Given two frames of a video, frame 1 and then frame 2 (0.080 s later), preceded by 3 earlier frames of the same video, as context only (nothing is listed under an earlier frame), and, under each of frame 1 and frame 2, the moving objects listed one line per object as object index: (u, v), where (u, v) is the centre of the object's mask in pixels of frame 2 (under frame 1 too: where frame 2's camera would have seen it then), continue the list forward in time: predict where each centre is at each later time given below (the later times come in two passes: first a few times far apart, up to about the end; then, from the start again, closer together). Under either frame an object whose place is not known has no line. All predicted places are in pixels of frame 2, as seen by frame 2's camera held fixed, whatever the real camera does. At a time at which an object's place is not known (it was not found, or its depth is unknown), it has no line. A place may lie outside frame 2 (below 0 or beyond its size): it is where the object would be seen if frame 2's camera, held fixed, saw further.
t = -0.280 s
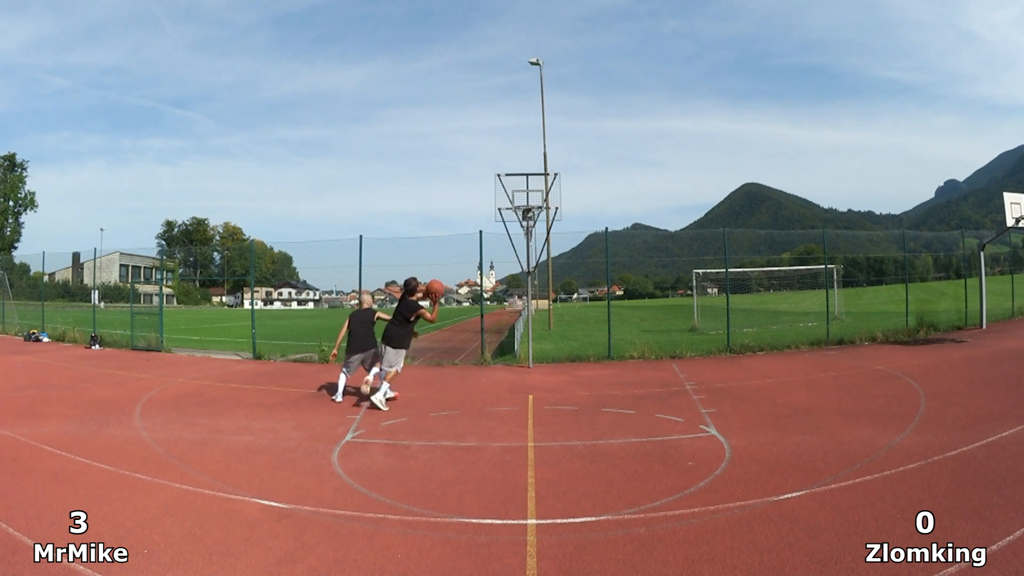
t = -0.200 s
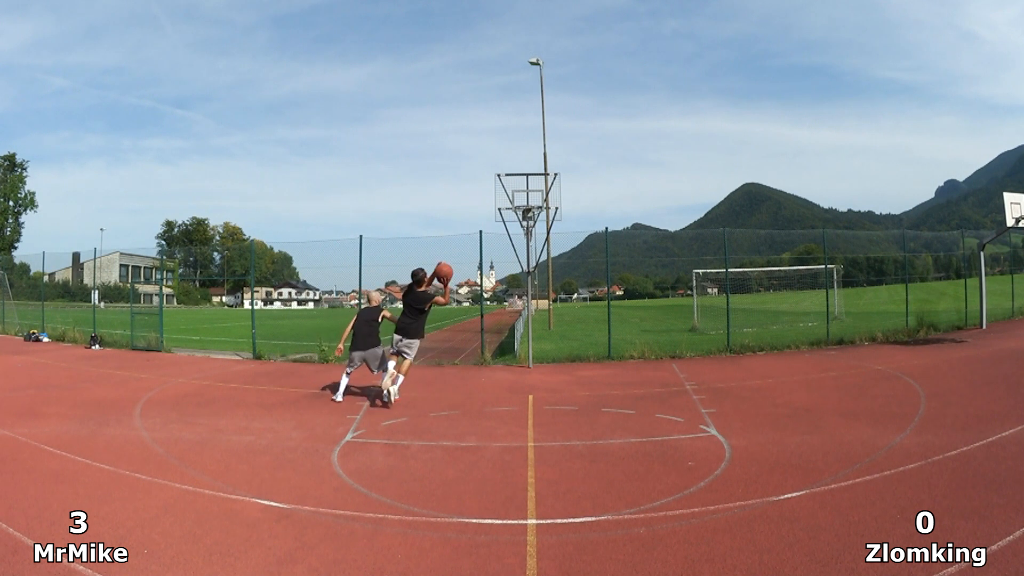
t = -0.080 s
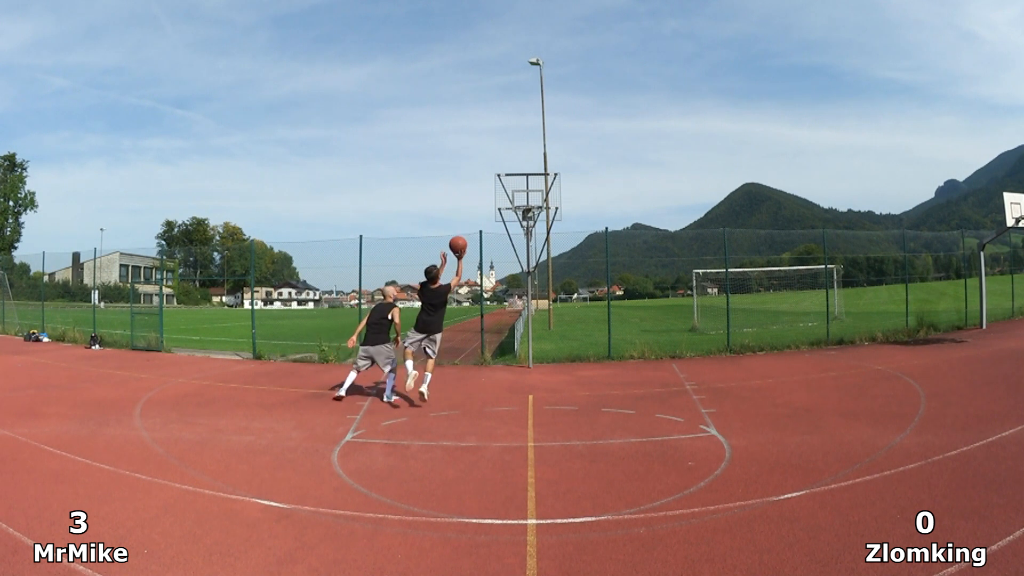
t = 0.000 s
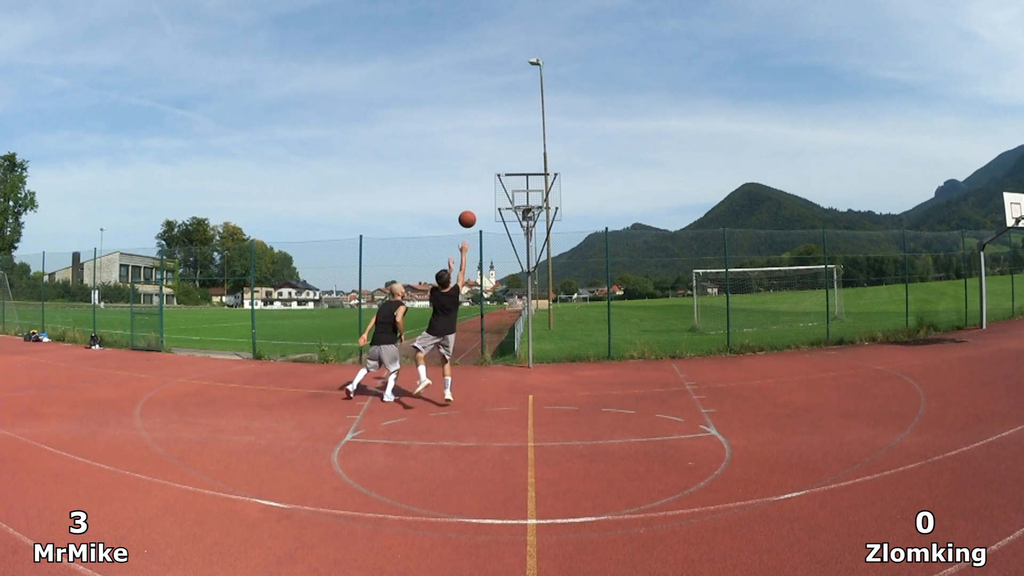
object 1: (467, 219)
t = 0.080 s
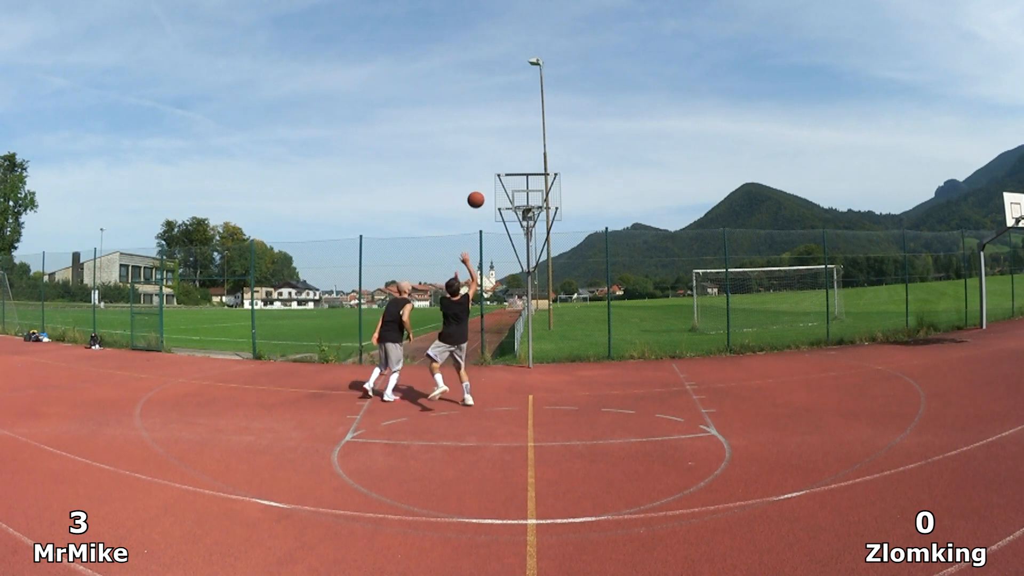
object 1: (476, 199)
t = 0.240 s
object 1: (492, 176)
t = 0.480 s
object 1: (512, 174)
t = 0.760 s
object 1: (534, 210)
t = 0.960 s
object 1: (533, 232)
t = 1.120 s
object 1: (534, 258)
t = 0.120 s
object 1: (480, 192)
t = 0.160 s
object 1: (484, 185)
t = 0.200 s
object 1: (487, 180)
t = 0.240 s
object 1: (492, 176)
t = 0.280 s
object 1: (495, 173)
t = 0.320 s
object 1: (499, 171)
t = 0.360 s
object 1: (502, 171)
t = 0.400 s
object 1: (506, 171)
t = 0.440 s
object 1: (509, 172)
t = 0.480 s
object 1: (512, 174)
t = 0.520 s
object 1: (515, 176)
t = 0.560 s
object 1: (519, 180)
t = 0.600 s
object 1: (522, 184)
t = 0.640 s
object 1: (525, 189)
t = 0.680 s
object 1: (528, 196)
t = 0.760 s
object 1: (534, 210)
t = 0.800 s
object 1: (534, 215)
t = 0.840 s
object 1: (533, 221)
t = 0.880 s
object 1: (532, 224)
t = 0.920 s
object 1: (532, 228)
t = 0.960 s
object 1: (533, 232)
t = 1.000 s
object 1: (533, 236)
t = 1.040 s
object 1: (533, 243)
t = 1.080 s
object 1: (534, 250)
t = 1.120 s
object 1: (534, 258)
